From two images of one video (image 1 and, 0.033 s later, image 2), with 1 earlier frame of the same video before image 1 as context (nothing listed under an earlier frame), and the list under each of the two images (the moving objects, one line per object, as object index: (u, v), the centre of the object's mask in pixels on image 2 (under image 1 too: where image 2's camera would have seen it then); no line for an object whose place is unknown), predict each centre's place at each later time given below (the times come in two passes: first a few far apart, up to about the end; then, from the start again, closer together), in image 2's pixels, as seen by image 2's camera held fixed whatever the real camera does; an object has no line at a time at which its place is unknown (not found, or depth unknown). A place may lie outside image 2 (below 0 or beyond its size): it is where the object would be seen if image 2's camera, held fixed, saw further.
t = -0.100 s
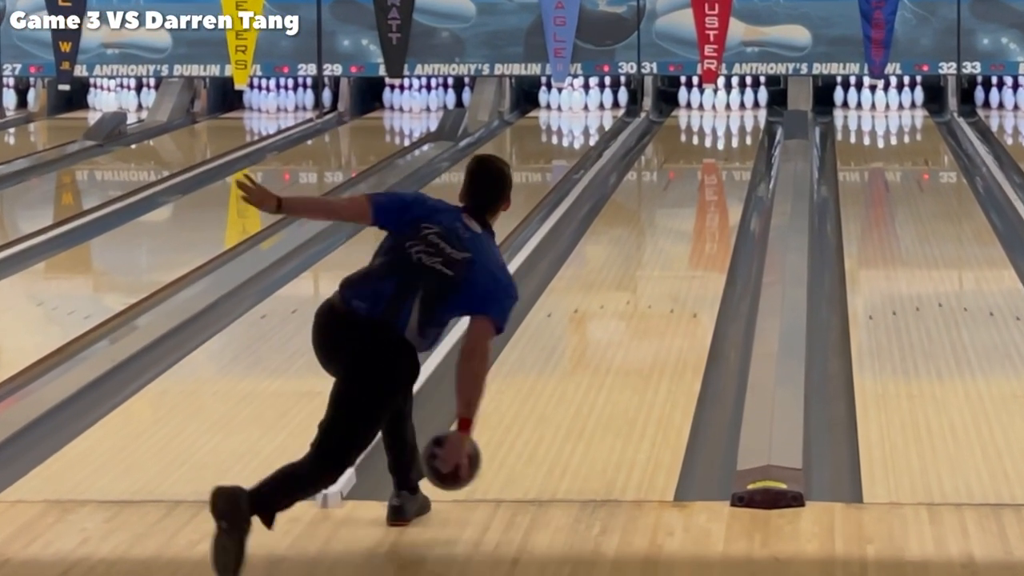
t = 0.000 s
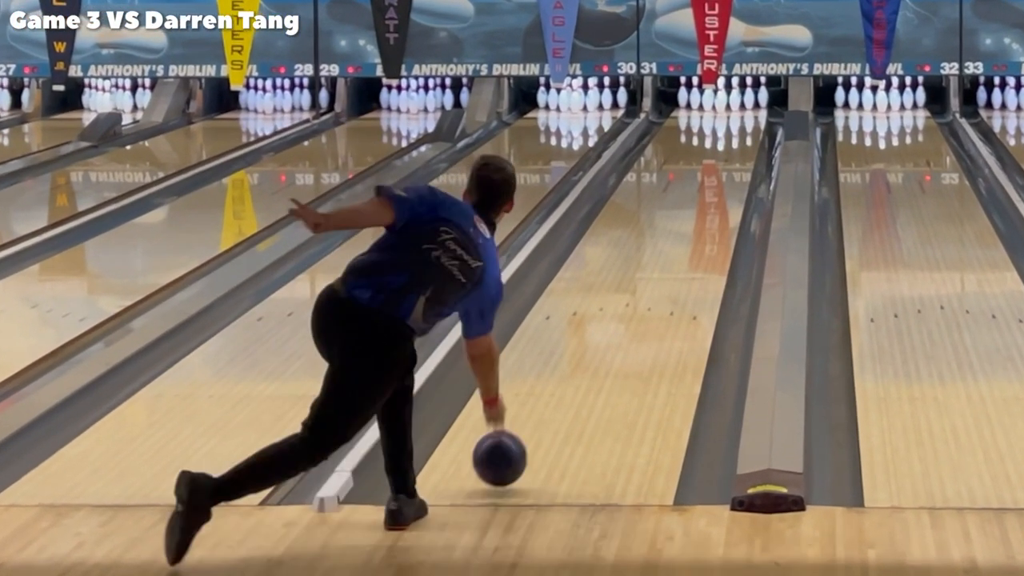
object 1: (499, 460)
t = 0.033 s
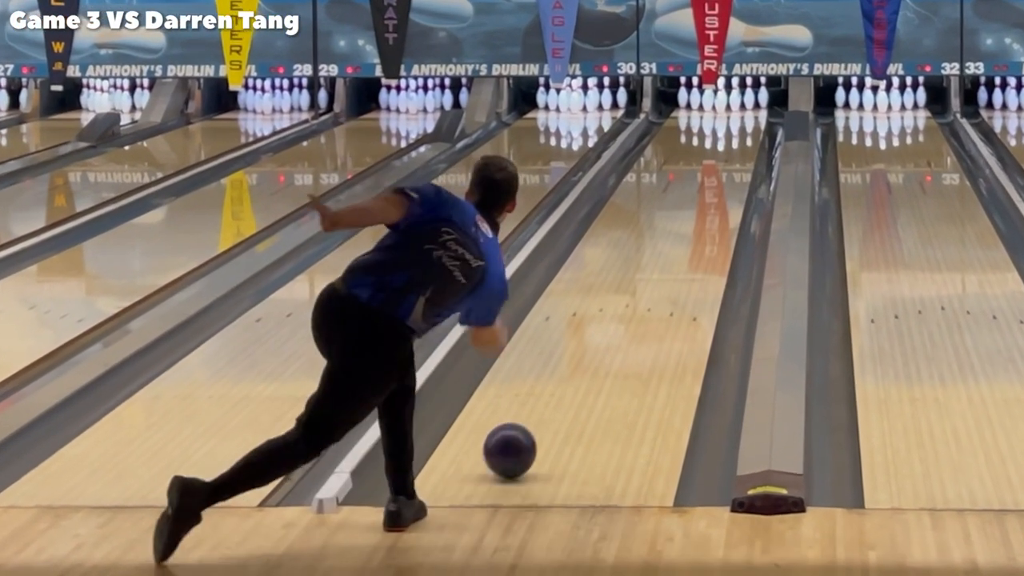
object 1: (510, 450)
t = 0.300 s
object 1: (578, 352)
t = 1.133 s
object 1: (687, 198)
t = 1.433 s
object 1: (708, 166)
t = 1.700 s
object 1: (721, 143)
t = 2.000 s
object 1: (724, 124)
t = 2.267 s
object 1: (716, 109)
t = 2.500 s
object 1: (702, 102)
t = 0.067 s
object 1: (520, 437)
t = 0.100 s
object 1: (530, 422)
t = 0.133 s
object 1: (539, 409)
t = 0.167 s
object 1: (547, 397)
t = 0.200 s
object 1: (556, 385)
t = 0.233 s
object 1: (563, 373)
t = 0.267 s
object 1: (571, 362)
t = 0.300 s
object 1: (578, 352)
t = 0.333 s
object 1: (585, 342)
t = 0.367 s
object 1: (591, 333)
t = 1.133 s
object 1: (687, 198)
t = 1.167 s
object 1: (689, 194)
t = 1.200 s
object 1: (692, 190)
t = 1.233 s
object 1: (694, 187)
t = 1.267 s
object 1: (697, 183)
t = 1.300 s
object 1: (699, 179)
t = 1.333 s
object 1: (701, 176)
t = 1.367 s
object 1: (703, 173)
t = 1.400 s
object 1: (706, 169)
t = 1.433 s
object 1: (708, 166)
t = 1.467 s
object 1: (710, 163)
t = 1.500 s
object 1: (712, 160)
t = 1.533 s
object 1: (714, 157)
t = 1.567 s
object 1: (715, 154)
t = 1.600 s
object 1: (717, 152)
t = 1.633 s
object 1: (719, 149)
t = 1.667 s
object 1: (720, 146)
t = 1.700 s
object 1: (721, 143)
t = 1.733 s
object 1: (722, 141)
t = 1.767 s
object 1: (723, 139)
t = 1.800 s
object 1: (723, 137)
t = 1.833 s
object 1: (724, 134)
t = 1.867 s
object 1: (724, 132)
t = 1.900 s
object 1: (724, 130)
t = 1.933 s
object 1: (724, 128)
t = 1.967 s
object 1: (724, 126)
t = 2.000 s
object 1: (724, 124)
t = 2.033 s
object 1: (723, 122)
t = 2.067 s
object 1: (722, 120)
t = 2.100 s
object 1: (722, 118)
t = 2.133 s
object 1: (721, 116)
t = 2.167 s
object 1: (720, 114)
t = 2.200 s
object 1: (719, 112)
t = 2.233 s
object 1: (717, 110)
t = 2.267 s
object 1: (716, 109)
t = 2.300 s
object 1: (713, 107)
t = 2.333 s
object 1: (709, 106)
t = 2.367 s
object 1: (707, 105)
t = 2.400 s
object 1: (706, 104)
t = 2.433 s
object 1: (705, 103)
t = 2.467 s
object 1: (704, 103)
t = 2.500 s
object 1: (702, 102)
